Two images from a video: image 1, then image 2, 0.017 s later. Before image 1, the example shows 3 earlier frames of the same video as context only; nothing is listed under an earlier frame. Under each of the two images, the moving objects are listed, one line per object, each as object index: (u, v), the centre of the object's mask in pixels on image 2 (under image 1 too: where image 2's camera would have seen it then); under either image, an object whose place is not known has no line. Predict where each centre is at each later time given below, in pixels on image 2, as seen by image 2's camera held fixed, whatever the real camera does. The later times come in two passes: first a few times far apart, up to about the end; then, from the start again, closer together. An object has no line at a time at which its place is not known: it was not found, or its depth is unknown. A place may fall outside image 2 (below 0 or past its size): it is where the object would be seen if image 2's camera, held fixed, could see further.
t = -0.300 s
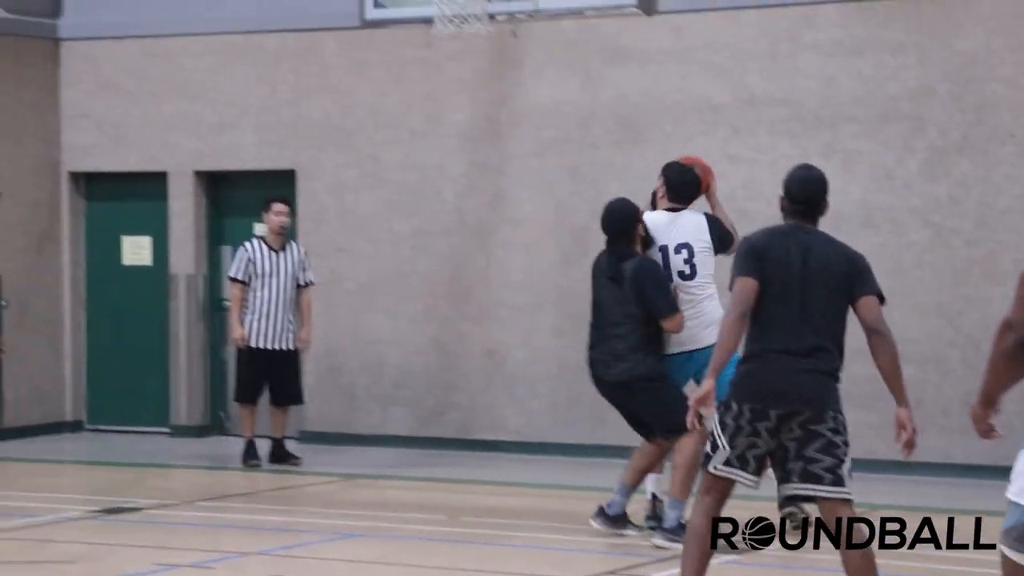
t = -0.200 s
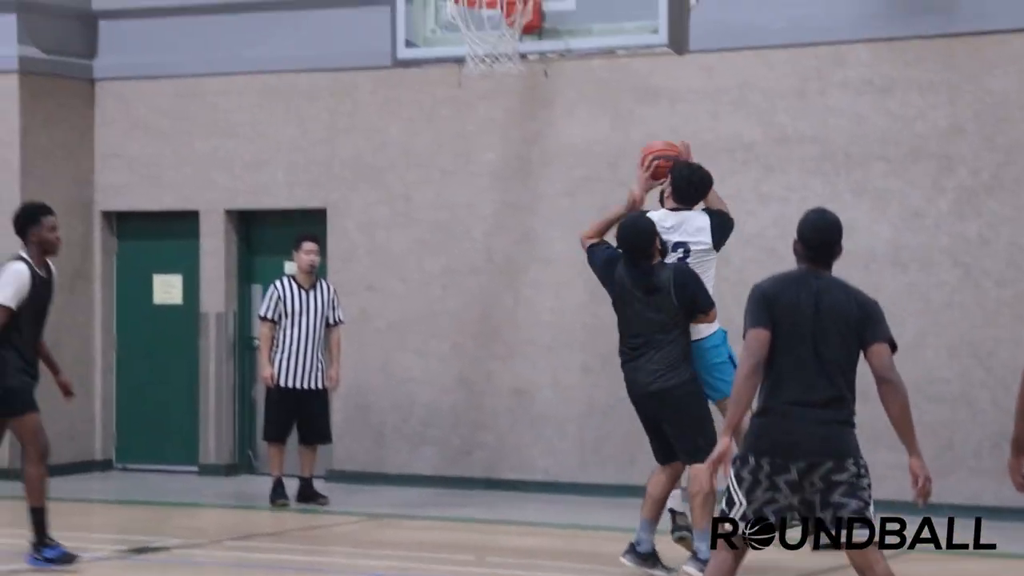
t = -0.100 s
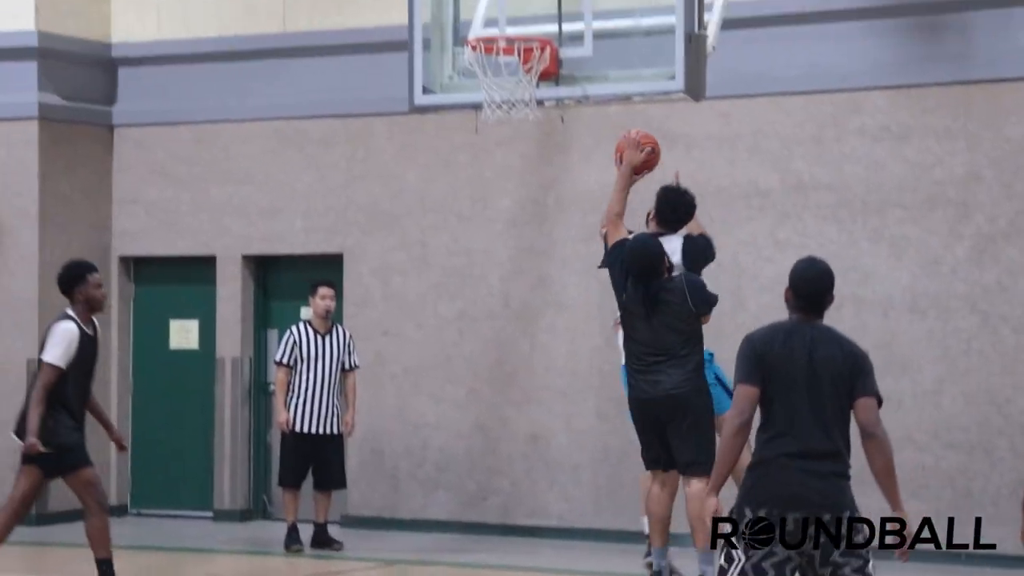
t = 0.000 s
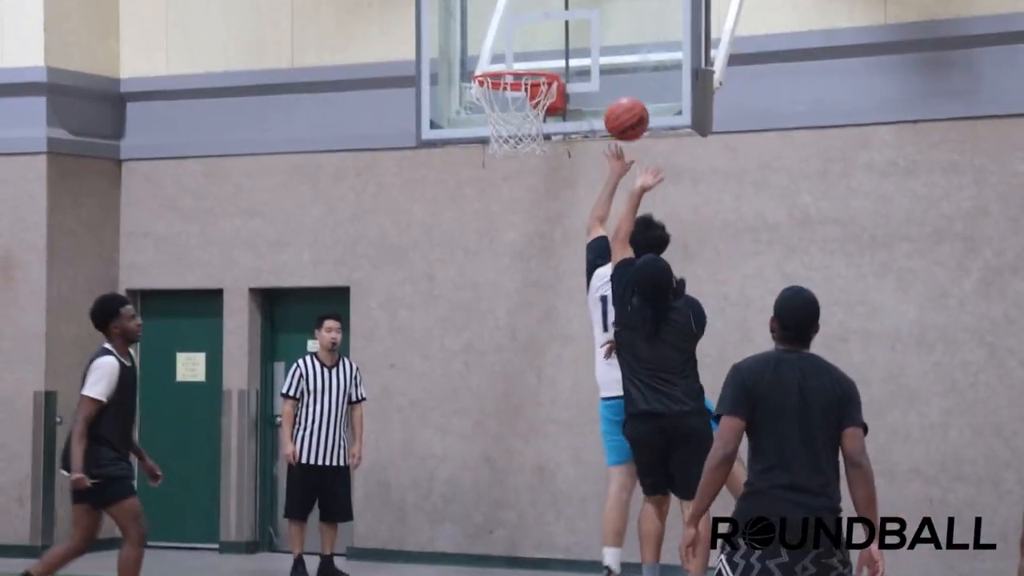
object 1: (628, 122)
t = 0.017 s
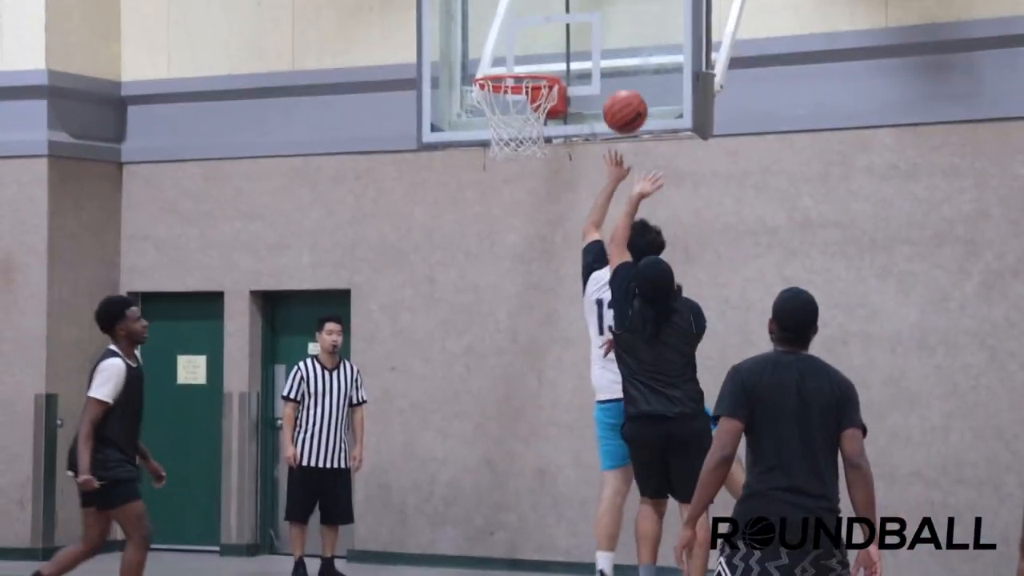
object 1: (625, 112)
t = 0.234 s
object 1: (591, 32)
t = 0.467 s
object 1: (523, 59)
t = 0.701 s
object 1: (496, 130)
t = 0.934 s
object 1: (518, 156)
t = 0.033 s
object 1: (623, 101)
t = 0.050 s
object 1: (621, 92)
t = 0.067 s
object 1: (618, 84)
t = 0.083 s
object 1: (616, 76)
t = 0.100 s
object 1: (614, 69)
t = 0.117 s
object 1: (612, 61)
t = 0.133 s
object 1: (610, 55)
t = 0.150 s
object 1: (608, 49)
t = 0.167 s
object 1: (606, 43)
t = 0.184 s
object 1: (603, 39)
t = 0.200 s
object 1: (601, 36)
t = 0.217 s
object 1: (596, 34)
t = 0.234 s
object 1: (591, 32)
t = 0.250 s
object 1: (586, 31)
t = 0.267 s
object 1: (582, 31)
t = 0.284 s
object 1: (577, 30)
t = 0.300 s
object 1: (572, 30)
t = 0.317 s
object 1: (567, 31)
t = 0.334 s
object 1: (562, 32)
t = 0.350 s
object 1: (557, 34)
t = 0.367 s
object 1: (552, 37)
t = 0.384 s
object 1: (547, 40)
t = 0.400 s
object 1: (543, 43)
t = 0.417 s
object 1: (538, 46)
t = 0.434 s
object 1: (533, 51)
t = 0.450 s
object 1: (528, 55)
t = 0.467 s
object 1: (523, 59)
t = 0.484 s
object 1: (518, 62)
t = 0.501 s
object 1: (516, 64)
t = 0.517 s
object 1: (512, 74)
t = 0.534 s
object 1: (511, 77)
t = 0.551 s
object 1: (510, 81)
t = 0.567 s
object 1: (509, 88)
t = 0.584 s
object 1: (509, 95)
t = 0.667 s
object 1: (513, 113)
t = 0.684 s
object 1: (505, 119)
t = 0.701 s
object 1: (496, 130)
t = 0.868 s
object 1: (515, 139)
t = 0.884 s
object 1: (516, 143)
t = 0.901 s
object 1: (517, 146)
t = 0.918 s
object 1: (518, 151)
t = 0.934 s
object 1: (518, 156)
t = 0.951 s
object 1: (519, 161)
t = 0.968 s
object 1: (520, 167)
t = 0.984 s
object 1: (520, 173)
